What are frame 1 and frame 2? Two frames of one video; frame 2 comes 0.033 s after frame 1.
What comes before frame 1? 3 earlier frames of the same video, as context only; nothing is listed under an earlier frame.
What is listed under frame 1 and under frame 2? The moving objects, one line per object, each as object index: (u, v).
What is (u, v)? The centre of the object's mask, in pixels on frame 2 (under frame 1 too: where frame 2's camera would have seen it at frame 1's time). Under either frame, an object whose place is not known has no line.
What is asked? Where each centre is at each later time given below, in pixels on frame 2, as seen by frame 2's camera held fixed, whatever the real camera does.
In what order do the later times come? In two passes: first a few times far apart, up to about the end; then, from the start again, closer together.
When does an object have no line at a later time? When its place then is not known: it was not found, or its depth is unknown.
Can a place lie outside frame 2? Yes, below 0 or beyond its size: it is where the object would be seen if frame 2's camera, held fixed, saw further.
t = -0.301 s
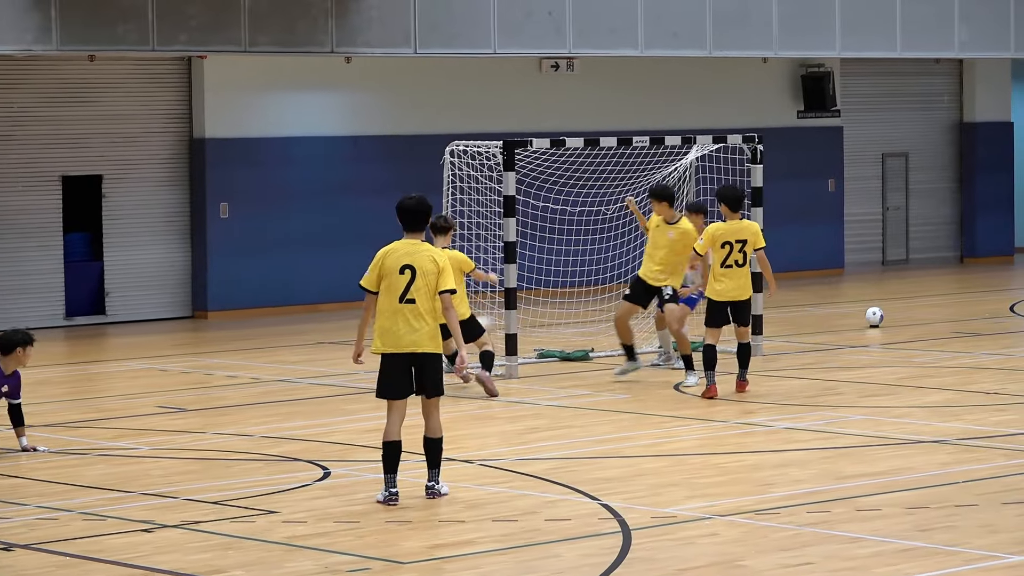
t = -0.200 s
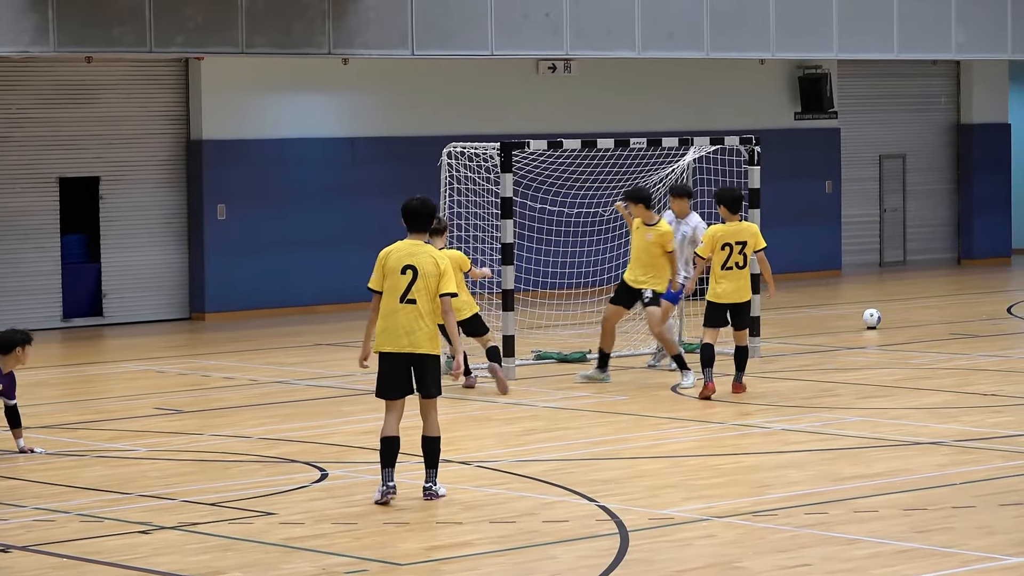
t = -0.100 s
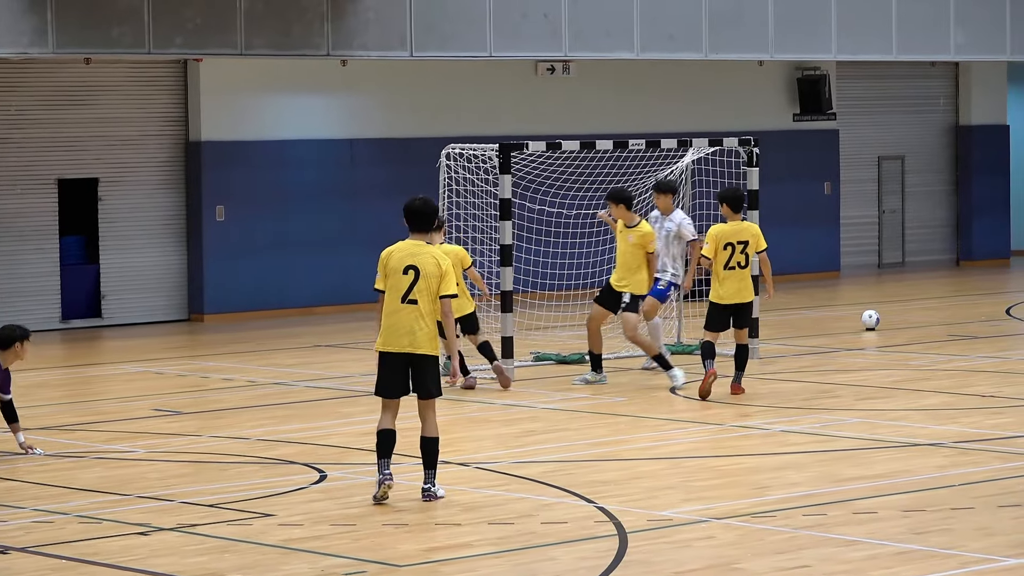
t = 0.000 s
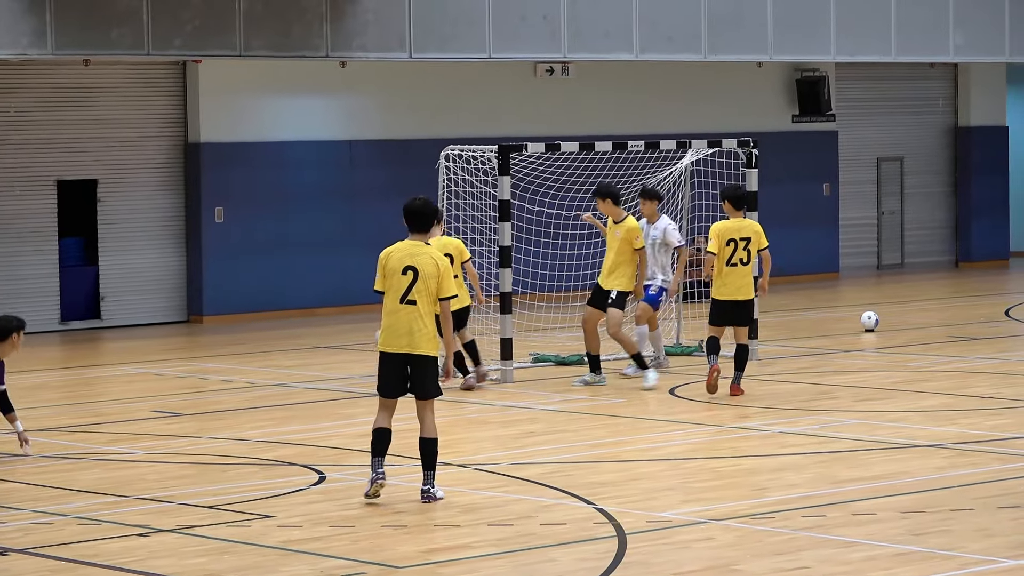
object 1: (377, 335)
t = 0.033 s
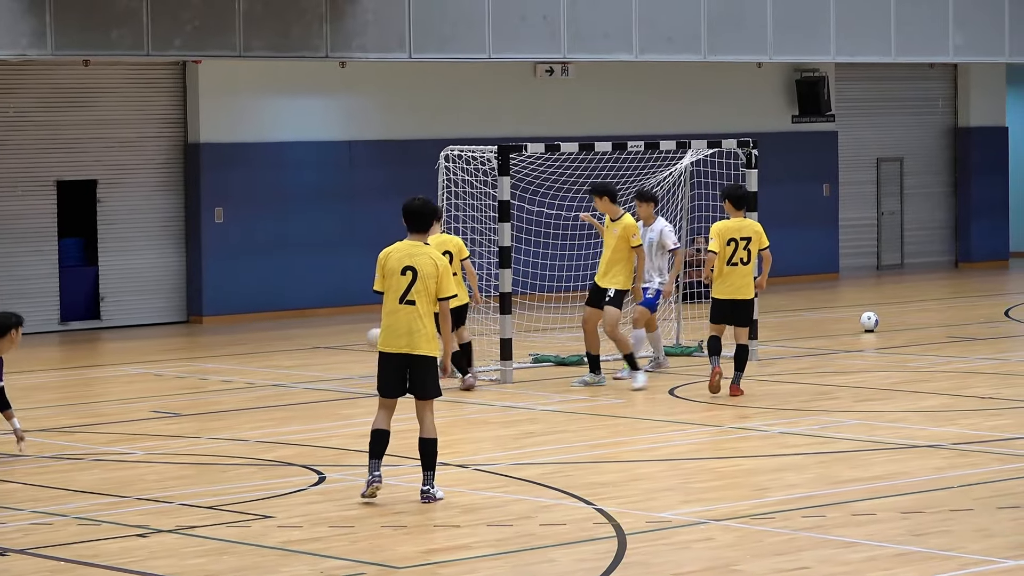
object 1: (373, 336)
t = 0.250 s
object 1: (327, 361)
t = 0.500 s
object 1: (270, 362)
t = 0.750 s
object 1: (217, 363)
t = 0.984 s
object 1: (169, 360)
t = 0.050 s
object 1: (371, 338)
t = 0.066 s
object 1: (368, 337)
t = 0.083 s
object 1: (365, 339)
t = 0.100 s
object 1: (361, 340)
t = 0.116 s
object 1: (358, 341)
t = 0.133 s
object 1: (353, 342)
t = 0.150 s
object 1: (348, 344)
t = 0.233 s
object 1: (330, 358)
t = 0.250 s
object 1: (327, 361)
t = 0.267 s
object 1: (323, 365)
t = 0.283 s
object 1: (319, 366)
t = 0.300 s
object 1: (315, 364)
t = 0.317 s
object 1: (312, 362)
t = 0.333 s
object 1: (308, 360)
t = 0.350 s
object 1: (304, 360)
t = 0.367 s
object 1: (300, 359)
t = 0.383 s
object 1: (296, 358)
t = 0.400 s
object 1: (293, 358)
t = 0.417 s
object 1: (289, 358)
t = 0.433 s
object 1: (286, 358)
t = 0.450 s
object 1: (282, 359)
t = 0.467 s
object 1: (278, 359)
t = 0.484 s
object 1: (274, 360)
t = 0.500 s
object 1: (270, 362)
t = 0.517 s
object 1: (267, 363)
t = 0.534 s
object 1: (263, 364)
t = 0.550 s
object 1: (259, 363)
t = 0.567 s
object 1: (256, 362)
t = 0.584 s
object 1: (253, 362)
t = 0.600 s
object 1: (249, 362)
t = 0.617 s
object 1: (245, 362)
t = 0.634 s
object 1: (242, 362)
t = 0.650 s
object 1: (239, 362)
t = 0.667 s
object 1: (235, 363)
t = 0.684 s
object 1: (231, 363)
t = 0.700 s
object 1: (228, 363)
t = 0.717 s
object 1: (224, 362)
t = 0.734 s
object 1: (221, 363)
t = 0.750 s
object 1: (217, 363)
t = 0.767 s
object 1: (213, 362)
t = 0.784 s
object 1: (210, 362)
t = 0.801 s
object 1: (207, 362)
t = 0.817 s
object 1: (203, 362)
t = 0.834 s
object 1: (200, 362)
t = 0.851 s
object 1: (196, 362)
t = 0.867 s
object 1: (194, 362)
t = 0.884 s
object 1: (190, 362)
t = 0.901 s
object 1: (187, 361)
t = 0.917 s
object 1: (183, 361)
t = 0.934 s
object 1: (179, 361)
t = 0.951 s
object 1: (175, 361)
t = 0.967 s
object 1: (172, 361)
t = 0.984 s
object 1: (169, 360)
